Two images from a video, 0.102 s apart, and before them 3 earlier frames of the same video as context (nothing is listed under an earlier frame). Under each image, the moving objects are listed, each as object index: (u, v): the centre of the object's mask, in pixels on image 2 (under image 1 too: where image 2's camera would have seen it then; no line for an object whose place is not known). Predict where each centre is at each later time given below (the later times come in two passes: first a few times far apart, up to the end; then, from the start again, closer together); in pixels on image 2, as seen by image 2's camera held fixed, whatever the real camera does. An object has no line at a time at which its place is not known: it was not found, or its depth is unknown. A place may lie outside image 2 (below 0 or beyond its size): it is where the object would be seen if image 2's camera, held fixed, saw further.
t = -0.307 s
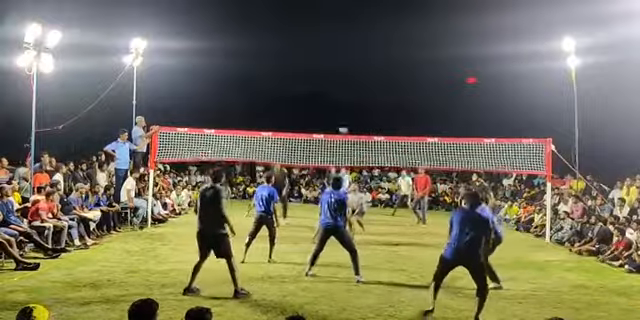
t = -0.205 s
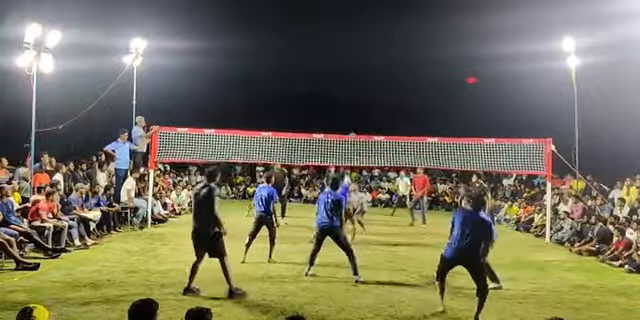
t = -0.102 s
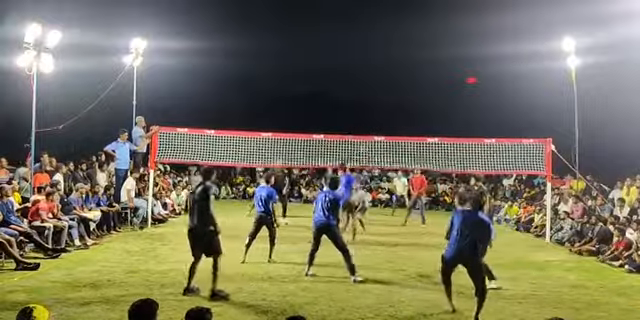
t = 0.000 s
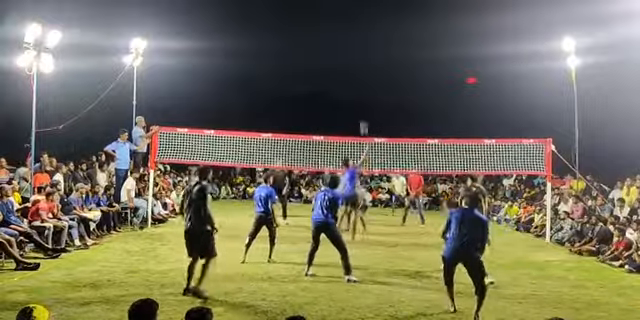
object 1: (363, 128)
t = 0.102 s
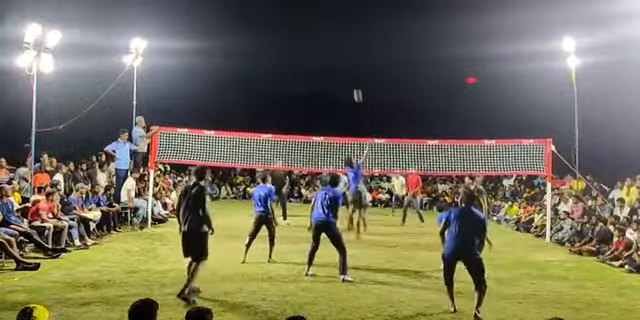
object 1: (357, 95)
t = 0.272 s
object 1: (347, 53)
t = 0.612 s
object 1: (328, 9)
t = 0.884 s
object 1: (314, 9)
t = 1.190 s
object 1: (298, 43)
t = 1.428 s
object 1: (286, 91)
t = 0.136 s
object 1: (355, 86)
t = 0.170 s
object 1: (353, 76)
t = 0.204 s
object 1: (351, 69)
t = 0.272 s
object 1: (347, 53)
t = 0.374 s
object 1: (342, 34)
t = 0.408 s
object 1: (340, 29)
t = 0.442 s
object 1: (338, 24)
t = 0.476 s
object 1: (336, 20)
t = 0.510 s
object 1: (334, 16)
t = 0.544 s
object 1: (332, 13)
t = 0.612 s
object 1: (328, 9)
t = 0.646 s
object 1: (326, 8)
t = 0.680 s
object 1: (325, 6)
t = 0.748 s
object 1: (321, 5)
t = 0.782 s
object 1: (319, 6)
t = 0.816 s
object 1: (317, 6)
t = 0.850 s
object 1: (316, 8)
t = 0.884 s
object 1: (314, 9)
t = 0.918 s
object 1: (312, 11)
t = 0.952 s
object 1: (310, 14)
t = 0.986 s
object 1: (309, 17)
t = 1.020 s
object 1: (307, 20)
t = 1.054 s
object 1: (305, 24)
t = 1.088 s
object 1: (304, 28)
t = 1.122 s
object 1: (302, 32)
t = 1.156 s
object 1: (300, 38)
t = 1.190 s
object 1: (298, 43)
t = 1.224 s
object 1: (296, 49)
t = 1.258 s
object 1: (295, 55)
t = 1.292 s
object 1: (293, 61)
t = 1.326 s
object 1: (291, 68)
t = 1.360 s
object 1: (290, 75)
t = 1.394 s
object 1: (288, 82)
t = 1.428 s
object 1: (286, 91)
